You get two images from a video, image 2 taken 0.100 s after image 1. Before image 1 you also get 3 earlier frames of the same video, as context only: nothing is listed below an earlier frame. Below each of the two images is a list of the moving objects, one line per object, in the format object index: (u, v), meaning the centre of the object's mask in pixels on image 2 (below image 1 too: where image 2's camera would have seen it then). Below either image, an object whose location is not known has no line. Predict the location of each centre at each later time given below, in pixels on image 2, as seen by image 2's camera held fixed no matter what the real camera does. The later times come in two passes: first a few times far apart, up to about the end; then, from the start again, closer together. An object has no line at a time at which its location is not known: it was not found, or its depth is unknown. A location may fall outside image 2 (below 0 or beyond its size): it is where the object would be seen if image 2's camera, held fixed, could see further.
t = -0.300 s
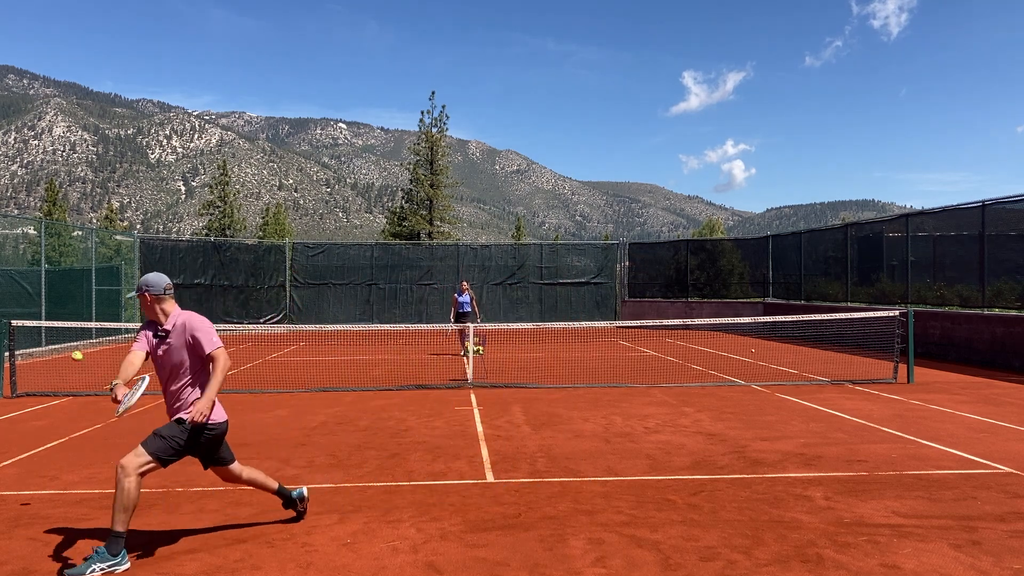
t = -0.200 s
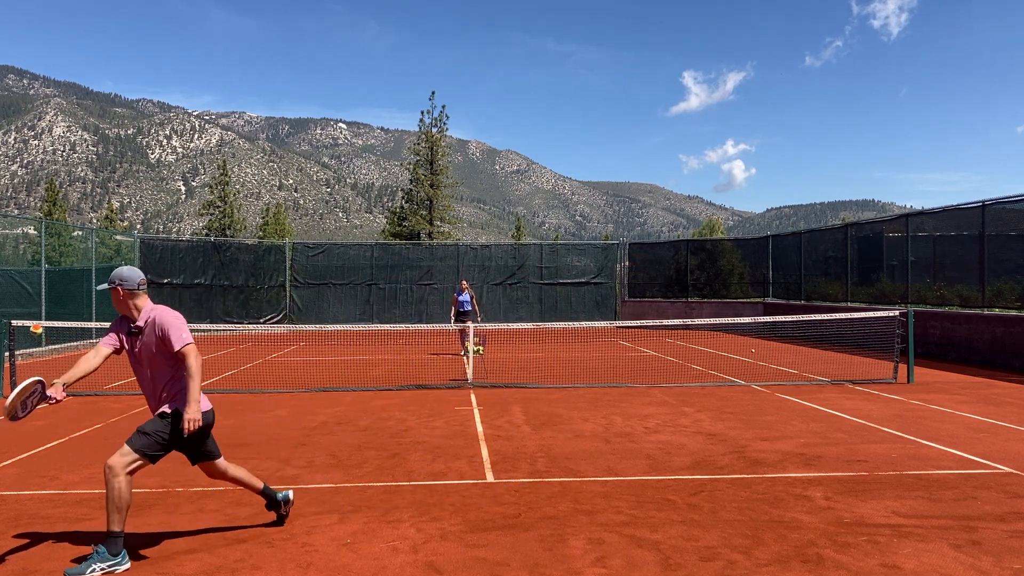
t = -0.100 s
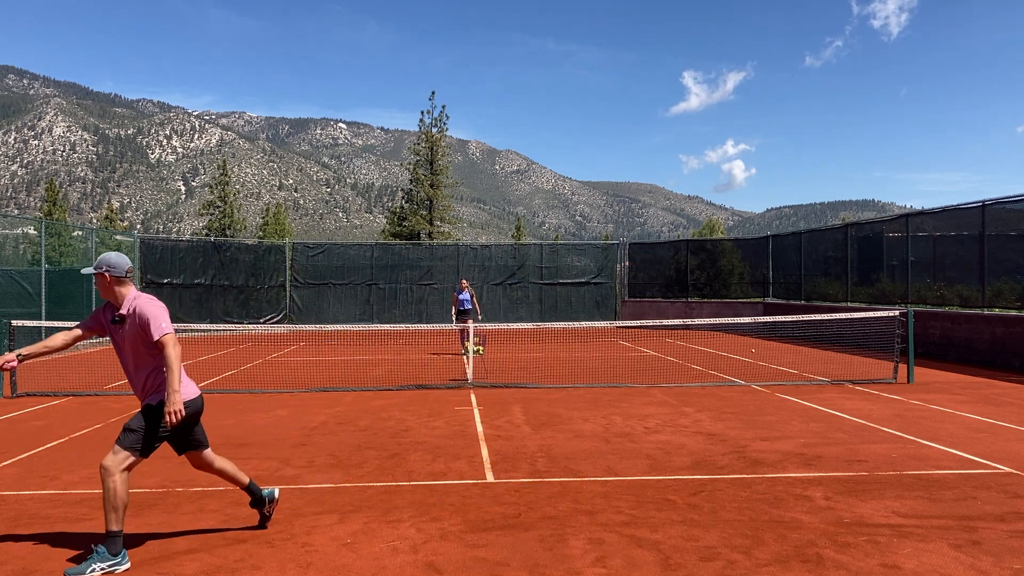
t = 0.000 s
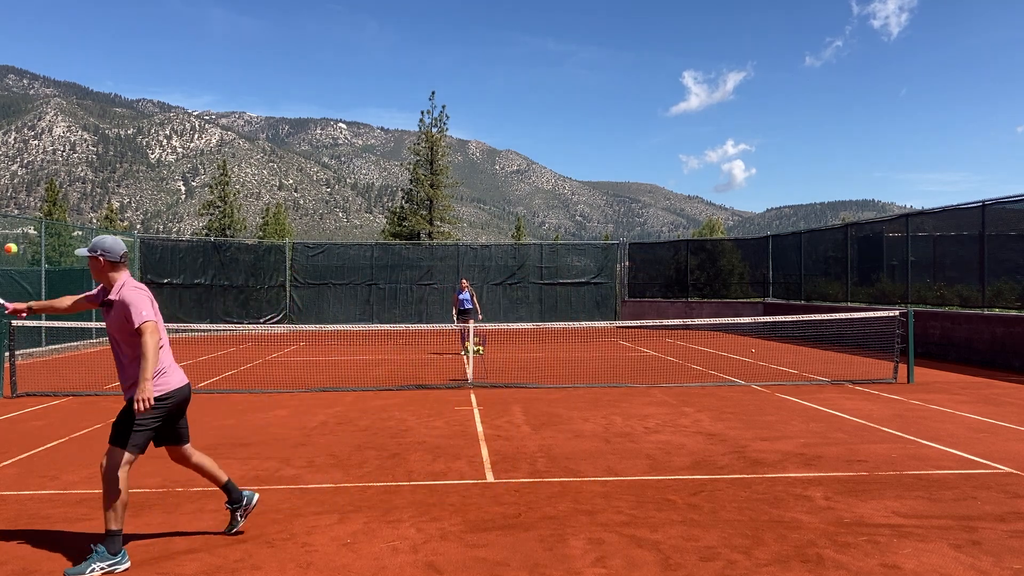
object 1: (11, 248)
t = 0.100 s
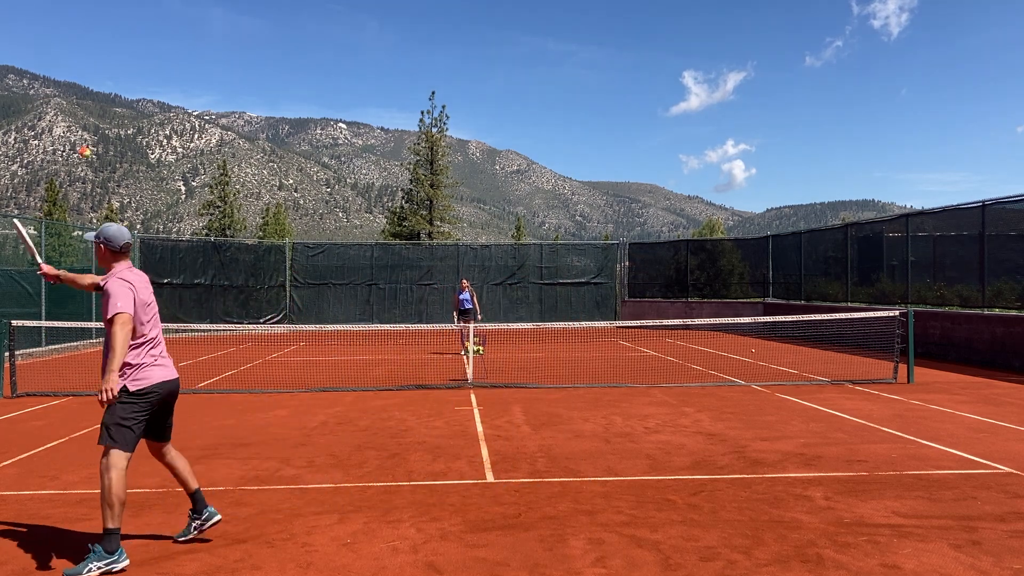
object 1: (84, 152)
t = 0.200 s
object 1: (141, 90)
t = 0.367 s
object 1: (212, 36)
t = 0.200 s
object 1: (141, 90)
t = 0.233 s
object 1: (158, 75)
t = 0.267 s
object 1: (173, 62)
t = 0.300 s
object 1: (187, 52)
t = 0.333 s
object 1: (200, 43)
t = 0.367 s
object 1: (212, 36)
